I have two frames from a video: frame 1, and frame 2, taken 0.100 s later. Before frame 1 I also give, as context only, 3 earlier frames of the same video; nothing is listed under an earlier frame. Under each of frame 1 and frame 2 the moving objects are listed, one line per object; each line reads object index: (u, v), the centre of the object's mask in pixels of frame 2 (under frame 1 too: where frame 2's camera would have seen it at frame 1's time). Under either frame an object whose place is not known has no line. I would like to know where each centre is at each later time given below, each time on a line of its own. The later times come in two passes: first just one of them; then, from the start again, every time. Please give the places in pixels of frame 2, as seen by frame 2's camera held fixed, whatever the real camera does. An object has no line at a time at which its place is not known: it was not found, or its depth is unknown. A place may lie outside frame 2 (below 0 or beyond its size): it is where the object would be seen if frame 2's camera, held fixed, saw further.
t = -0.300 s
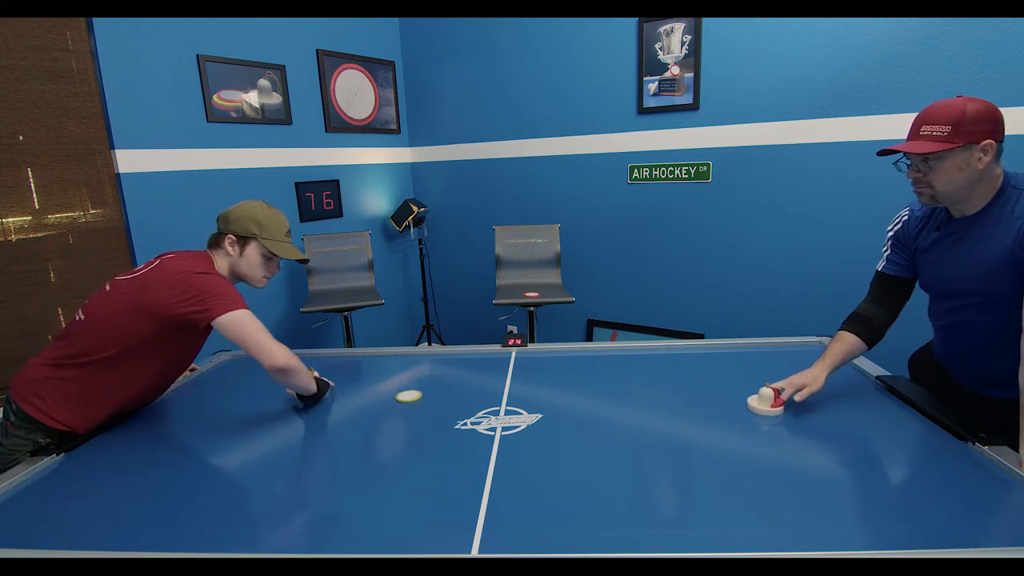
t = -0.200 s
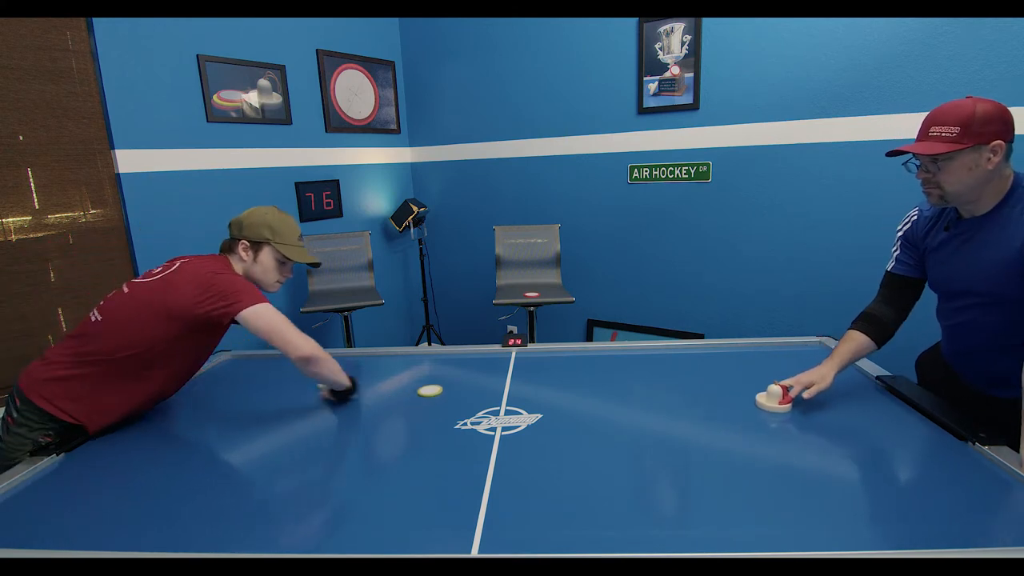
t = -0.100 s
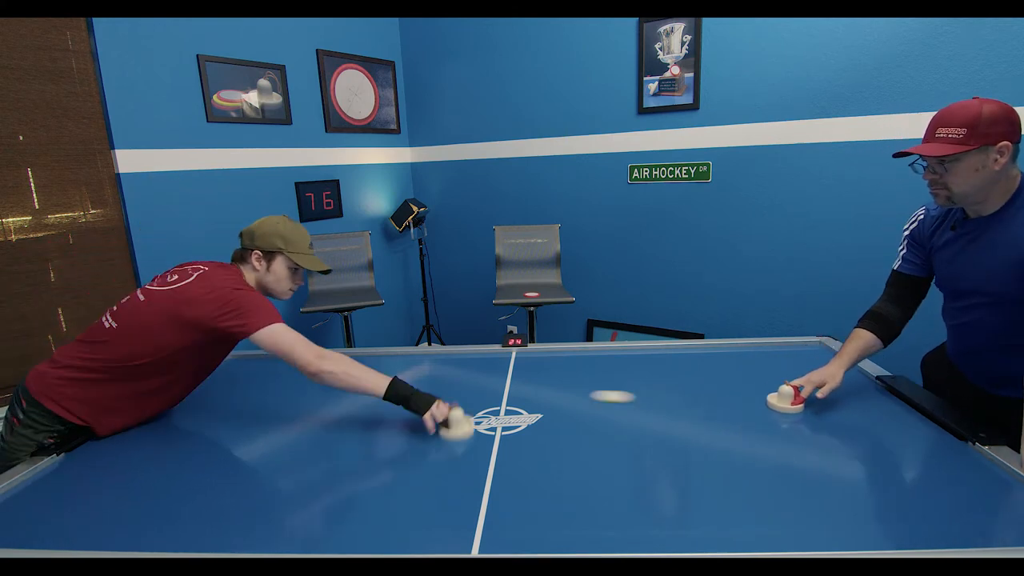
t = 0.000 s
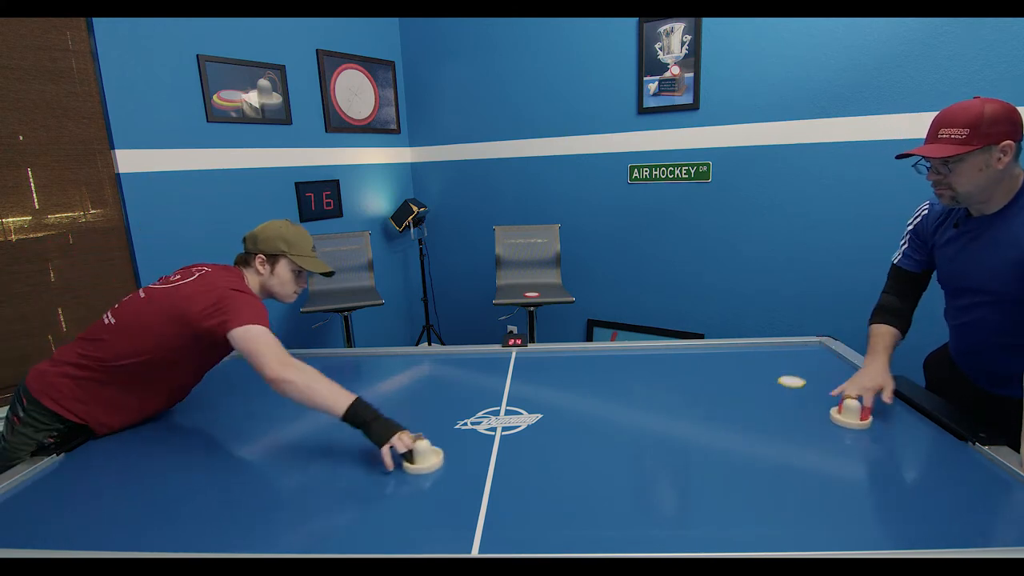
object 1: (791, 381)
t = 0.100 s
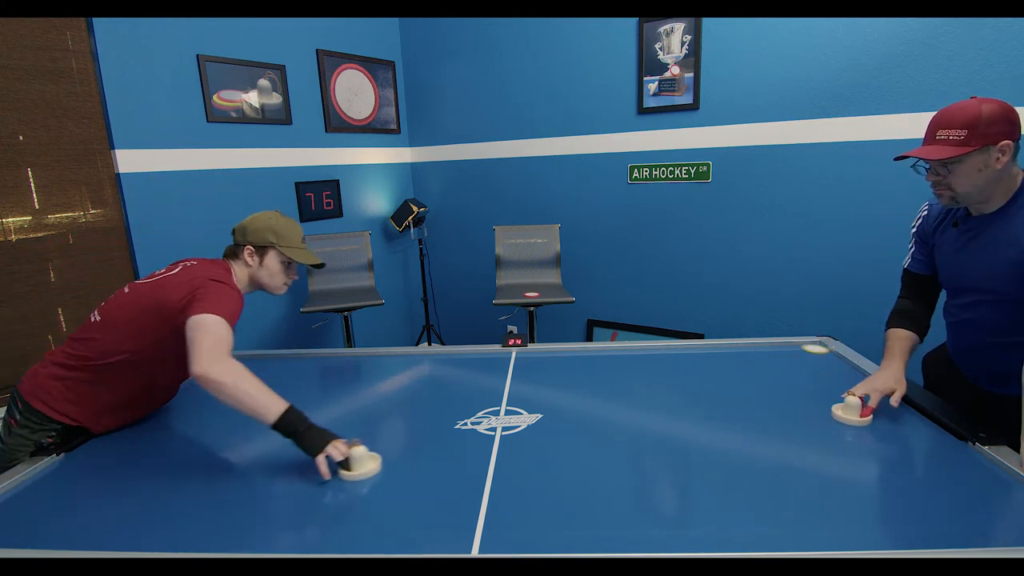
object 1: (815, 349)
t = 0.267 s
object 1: (789, 385)
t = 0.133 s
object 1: (806, 352)
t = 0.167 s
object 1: (802, 360)
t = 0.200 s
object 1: (798, 368)
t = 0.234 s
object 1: (793, 376)
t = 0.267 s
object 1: (789, 385)
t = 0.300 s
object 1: (783, 395)
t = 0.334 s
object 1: (778, 406)
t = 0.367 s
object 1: (772, 417)
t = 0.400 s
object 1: (765, 430)
